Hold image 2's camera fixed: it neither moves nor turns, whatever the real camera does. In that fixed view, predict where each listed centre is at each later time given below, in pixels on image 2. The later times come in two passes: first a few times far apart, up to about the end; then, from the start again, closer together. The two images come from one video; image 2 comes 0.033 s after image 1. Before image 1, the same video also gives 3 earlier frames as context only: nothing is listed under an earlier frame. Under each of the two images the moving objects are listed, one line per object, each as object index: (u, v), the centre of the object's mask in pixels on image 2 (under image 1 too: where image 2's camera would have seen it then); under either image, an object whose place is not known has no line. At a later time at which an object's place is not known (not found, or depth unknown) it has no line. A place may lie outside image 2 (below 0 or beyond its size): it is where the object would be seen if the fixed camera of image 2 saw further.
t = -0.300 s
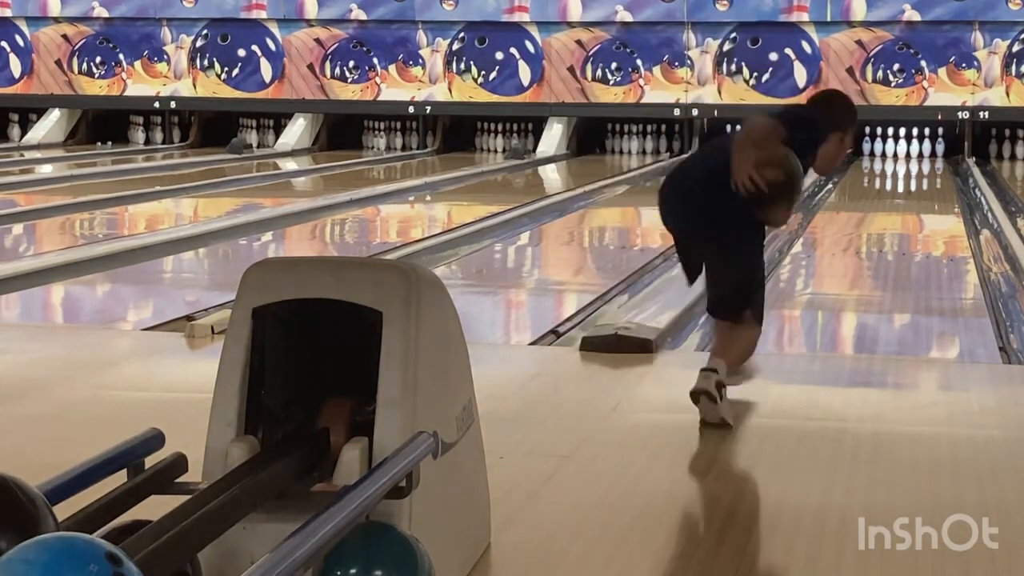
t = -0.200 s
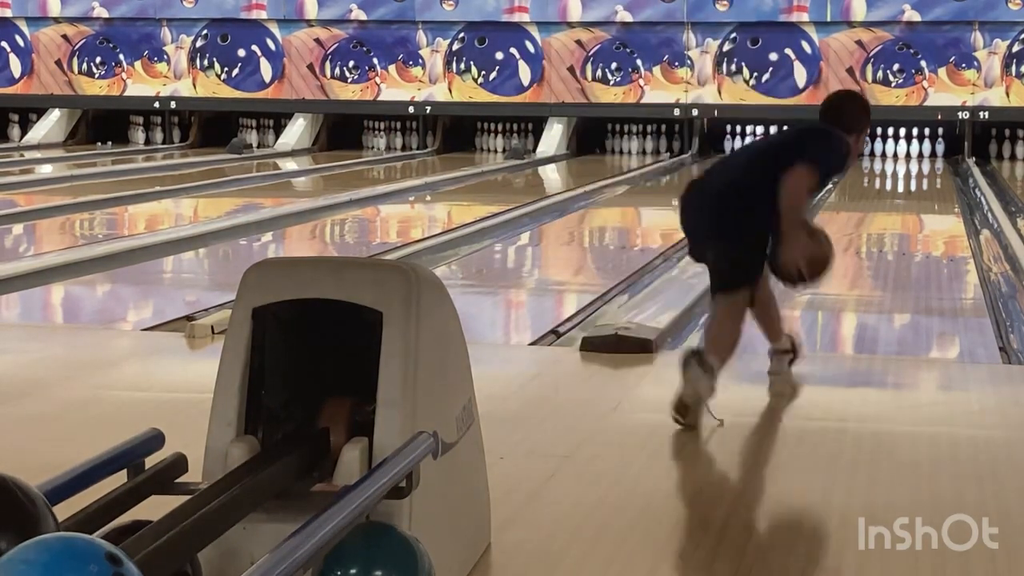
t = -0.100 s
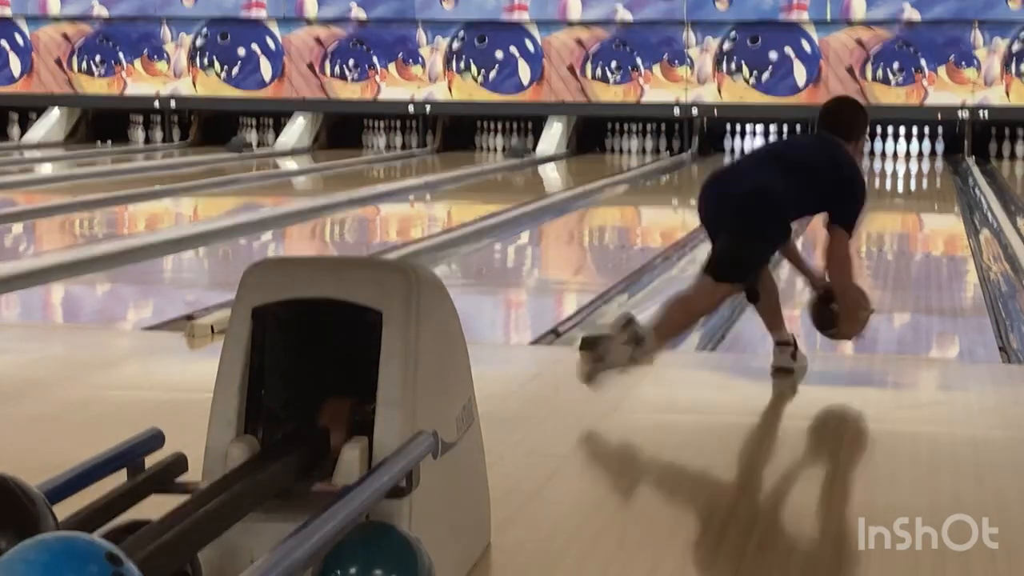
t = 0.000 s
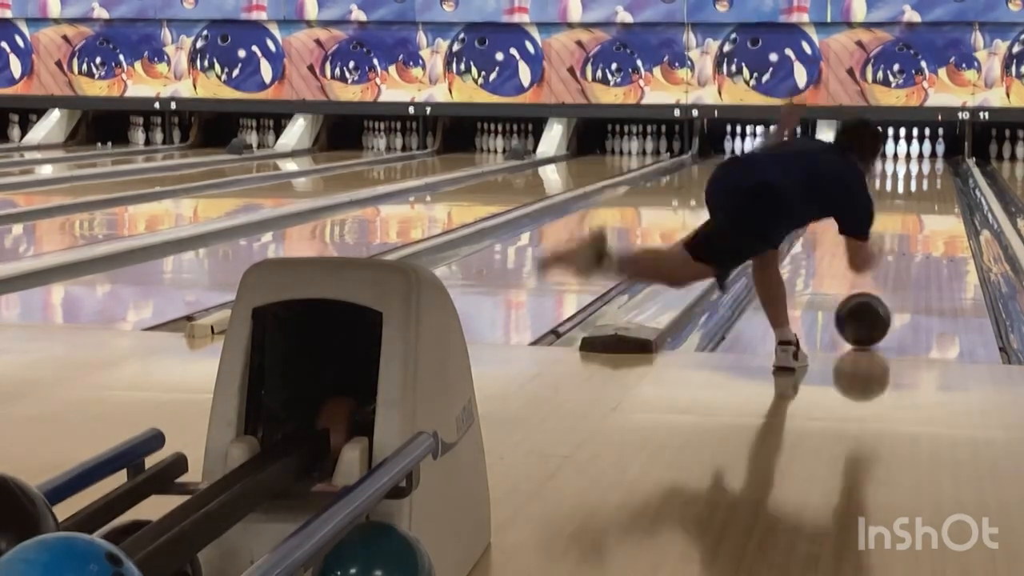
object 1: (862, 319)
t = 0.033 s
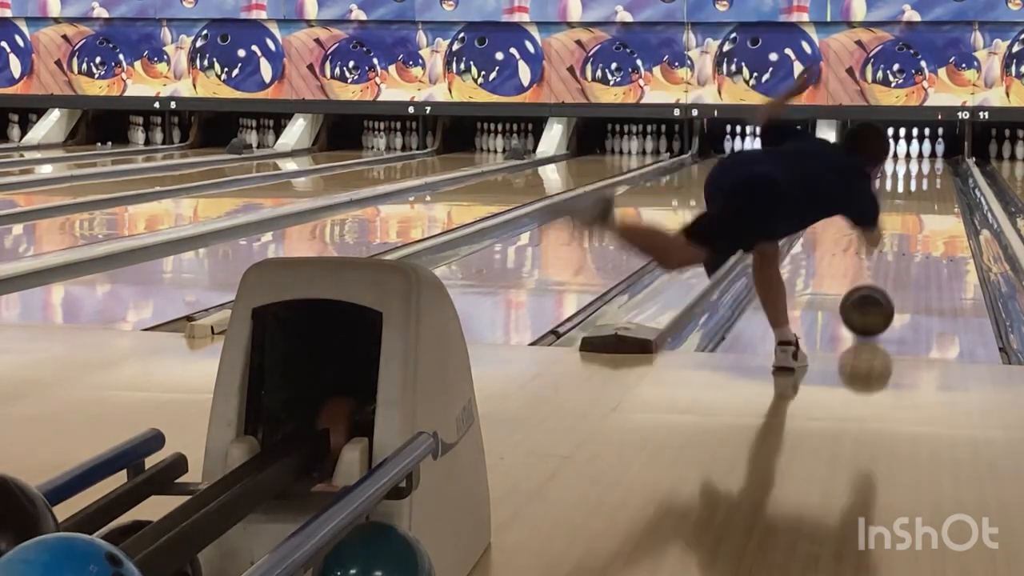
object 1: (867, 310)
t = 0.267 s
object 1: (891, 272)
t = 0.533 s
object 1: (909, 240)
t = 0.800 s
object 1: (922, 217)
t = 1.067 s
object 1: (930, 198)
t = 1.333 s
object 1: (944, 186)
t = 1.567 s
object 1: (935, 175)
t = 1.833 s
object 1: (933, 167)
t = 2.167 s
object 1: (923, 157)
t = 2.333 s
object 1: (914, 154)
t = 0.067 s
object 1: (871, 304)
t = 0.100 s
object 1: (874, 299)
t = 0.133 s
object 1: (878, 294)
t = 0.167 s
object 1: (882, 288)
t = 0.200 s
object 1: (885, 282)
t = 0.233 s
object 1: (888, 277)
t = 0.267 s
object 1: (891, 272)
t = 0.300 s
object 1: (894, 268)
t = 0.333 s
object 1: (896, 263)
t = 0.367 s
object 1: (899, 259)
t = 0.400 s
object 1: (901, 255)
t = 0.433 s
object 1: (903, 251)
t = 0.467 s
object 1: (905, 247)
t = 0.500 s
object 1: (907, 243)
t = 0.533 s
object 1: (909, 240)
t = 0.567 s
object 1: (911, 236)
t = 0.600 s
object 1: (913, 233)
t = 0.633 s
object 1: (915, 230)
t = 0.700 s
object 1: (921, 223)
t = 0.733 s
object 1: (919, 221)
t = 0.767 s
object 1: (920, 219)
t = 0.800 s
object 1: (922, 217)
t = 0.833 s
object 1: (923, 214)
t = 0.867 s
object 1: (924, 212)
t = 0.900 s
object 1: (925, 209)
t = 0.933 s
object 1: (927, 207)
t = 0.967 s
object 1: (927, 205)
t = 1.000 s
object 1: (928, 203)
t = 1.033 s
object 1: (929, 200)
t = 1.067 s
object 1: (930, 198)
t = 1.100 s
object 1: (931, 196)
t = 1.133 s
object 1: (931, 194)
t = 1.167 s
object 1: (932, 192)
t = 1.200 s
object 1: (933, 191)
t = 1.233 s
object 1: (933, 189)
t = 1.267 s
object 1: (934, 188)
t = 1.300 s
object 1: (934, 187)
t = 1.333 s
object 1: (944, 186)
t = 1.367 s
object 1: (934, 184)
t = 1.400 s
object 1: (935, 182)
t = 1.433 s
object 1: (935, 180)
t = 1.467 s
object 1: (935, 179)
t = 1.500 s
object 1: (936, 178)
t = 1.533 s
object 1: (936, 177)
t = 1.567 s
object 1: (935, 175)
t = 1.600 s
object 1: (936, 174)
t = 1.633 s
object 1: (935, 173)
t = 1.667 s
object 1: (935, 171)
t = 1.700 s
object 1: (935, 170)
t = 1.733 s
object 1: (935, 169)
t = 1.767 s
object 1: (934, 168)
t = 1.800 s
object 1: (934, 168)
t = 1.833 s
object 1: (933, 167)
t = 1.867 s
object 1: (932, 166)
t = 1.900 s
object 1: (932, 165)
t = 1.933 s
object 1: (931, 164)
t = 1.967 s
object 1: (931, 163)
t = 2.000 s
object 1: (929, 162)
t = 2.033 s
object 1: (928, 161)
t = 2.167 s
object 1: (923, 157)
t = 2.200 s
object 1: (922, 157)
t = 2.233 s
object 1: (920, 156)
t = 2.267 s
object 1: (918, 155)
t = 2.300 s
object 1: (916, 155)
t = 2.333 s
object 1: (914, 154)
